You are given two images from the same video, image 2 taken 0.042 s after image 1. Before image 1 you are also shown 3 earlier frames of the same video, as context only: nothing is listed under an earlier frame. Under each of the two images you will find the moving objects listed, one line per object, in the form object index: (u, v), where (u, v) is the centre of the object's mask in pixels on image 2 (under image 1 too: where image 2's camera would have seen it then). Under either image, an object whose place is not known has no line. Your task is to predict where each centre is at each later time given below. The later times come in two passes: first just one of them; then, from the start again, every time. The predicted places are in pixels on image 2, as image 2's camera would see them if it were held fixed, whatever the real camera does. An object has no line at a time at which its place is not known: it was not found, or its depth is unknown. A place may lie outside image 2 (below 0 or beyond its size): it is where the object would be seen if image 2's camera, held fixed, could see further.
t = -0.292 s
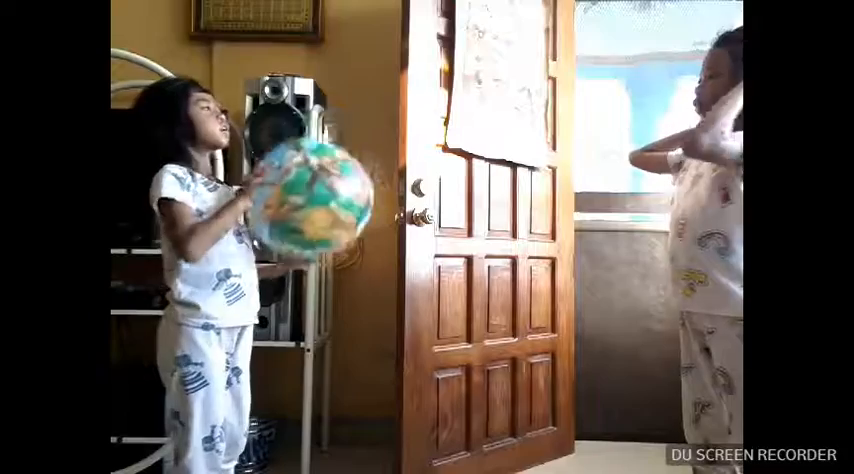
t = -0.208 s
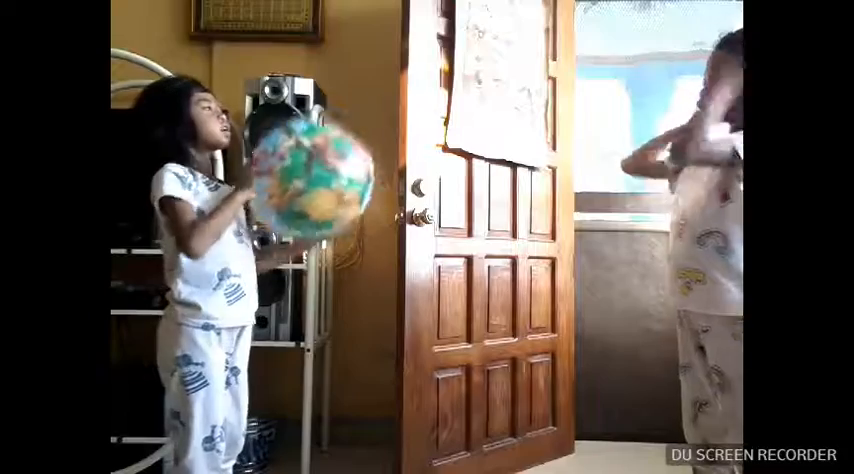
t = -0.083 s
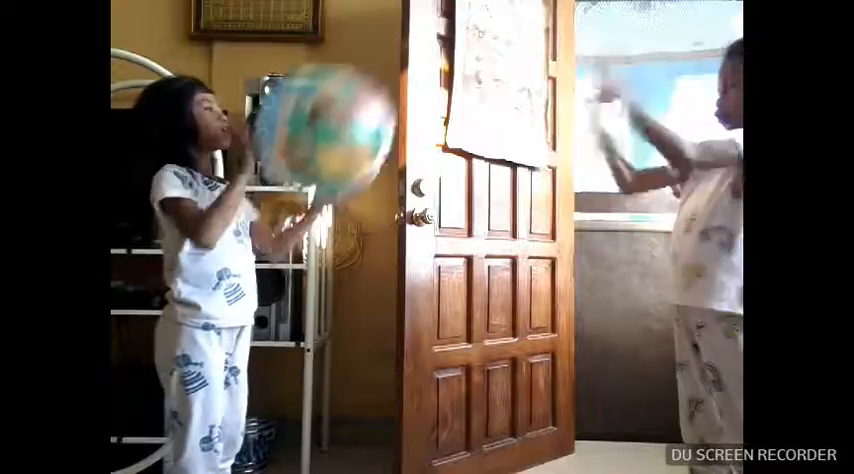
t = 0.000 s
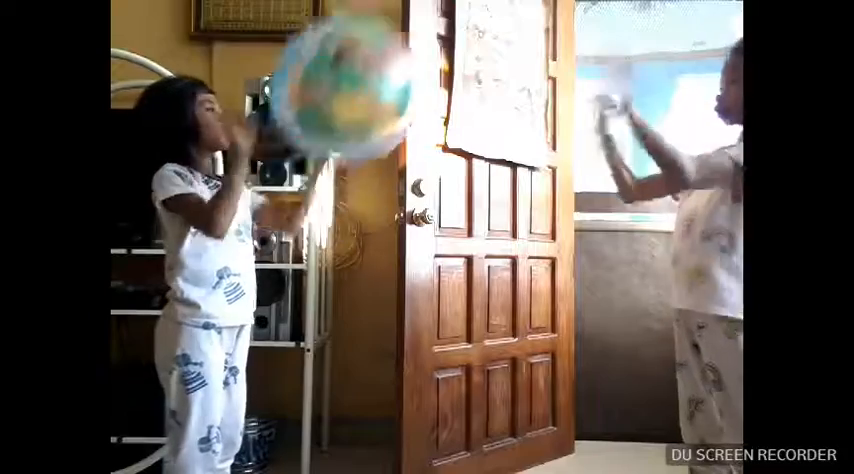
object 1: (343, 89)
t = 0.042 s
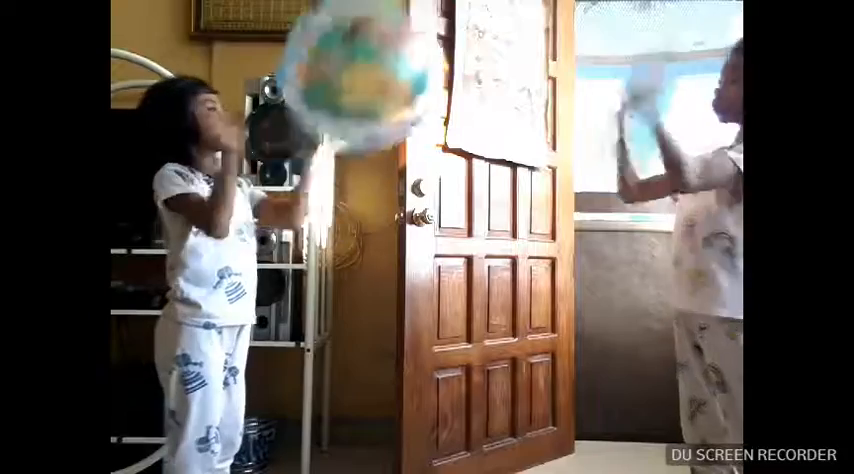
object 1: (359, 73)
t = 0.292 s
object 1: (475, 91)
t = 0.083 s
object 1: (373, 65)
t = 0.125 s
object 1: (386, 63)
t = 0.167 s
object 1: (403, 62)
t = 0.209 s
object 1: (423, 67)
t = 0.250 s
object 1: (456, 74)
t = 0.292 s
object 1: (475, 91)
